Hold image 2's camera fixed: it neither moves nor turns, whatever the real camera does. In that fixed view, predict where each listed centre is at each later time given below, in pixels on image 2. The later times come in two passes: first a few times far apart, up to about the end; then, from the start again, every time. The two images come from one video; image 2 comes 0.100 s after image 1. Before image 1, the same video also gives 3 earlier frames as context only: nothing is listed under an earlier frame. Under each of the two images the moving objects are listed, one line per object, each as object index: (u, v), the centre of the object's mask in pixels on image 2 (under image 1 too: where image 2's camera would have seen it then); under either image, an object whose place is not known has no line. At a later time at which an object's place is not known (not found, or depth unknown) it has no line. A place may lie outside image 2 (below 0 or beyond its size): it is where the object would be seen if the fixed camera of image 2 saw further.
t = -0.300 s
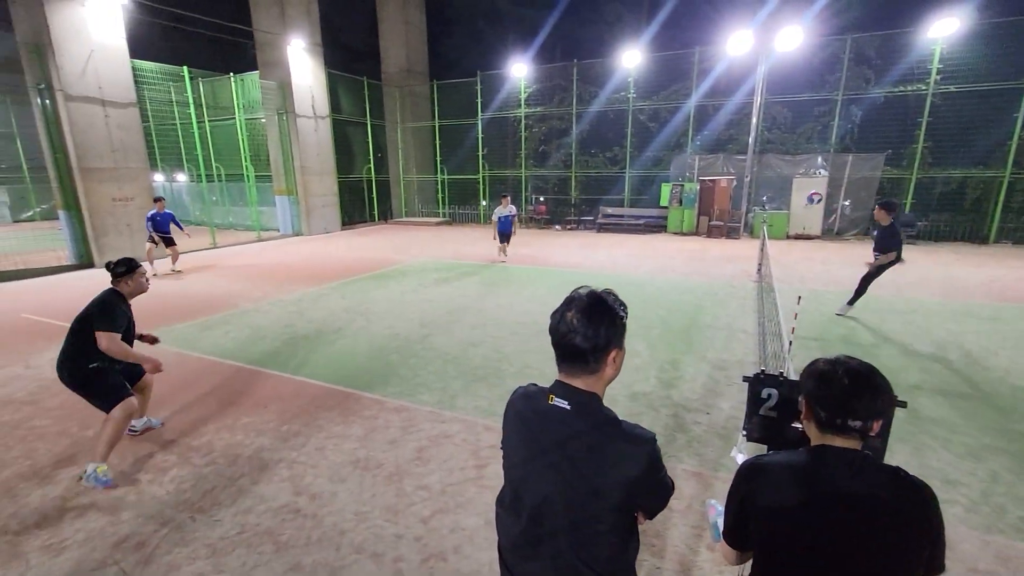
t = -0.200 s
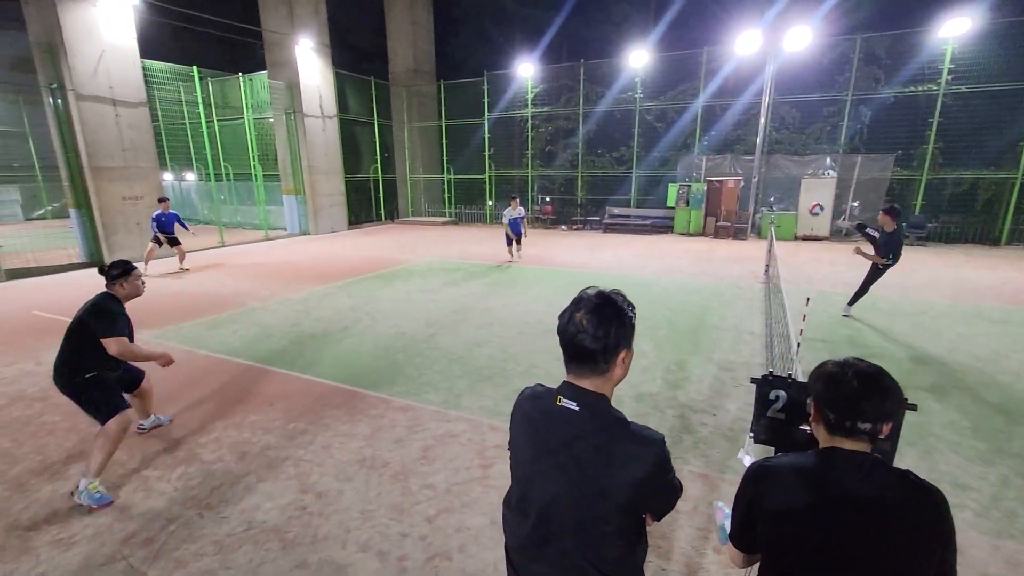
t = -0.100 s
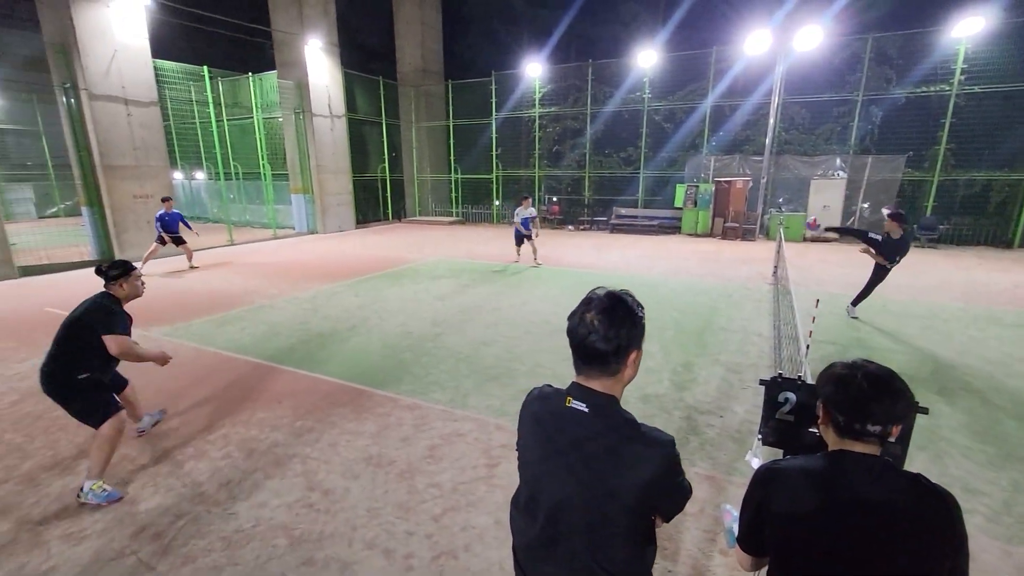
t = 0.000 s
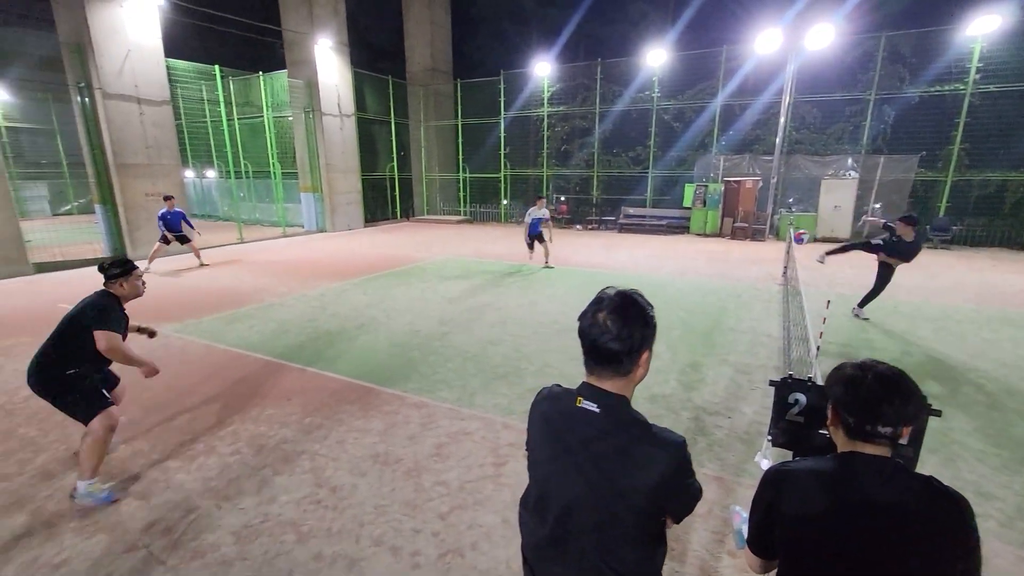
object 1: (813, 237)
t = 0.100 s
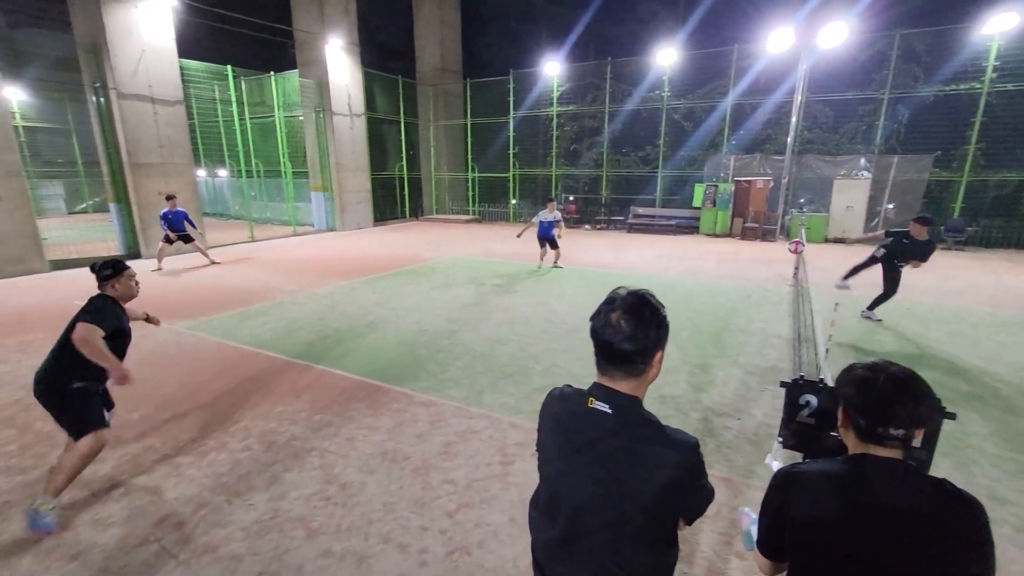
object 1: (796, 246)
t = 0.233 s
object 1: (776, 258)
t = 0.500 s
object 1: (726, 324)
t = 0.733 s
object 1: (709, 293)
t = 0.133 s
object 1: (790, 248)
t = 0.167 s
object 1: (786, 251)
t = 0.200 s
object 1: (781, 254)
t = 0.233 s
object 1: (776, 258)
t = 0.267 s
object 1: (770, 264)
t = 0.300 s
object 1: (764, 270)
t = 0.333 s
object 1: (758, 277)
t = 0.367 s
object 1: (752, 284)
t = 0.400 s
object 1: (746, 292)
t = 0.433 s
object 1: (740, 302)
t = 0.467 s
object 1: (733, 313)
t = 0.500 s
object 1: (726, 324)
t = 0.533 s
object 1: (722, 326)
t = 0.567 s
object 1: (721, 318)
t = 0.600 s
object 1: (718, 312)
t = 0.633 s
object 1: (715, 306)
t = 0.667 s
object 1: (714, 301)
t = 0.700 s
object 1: (711, 297)
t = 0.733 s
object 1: (709, 293)
